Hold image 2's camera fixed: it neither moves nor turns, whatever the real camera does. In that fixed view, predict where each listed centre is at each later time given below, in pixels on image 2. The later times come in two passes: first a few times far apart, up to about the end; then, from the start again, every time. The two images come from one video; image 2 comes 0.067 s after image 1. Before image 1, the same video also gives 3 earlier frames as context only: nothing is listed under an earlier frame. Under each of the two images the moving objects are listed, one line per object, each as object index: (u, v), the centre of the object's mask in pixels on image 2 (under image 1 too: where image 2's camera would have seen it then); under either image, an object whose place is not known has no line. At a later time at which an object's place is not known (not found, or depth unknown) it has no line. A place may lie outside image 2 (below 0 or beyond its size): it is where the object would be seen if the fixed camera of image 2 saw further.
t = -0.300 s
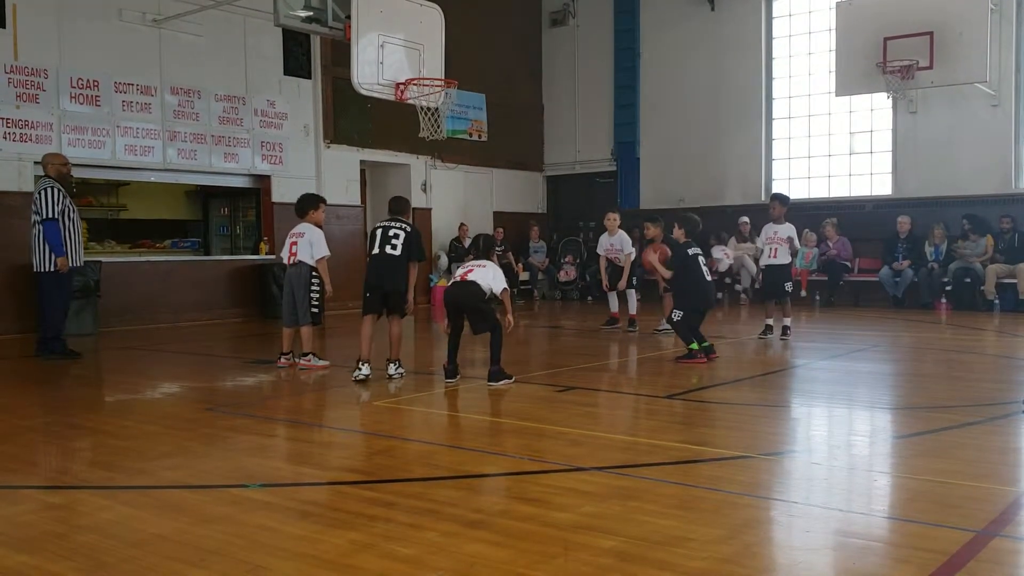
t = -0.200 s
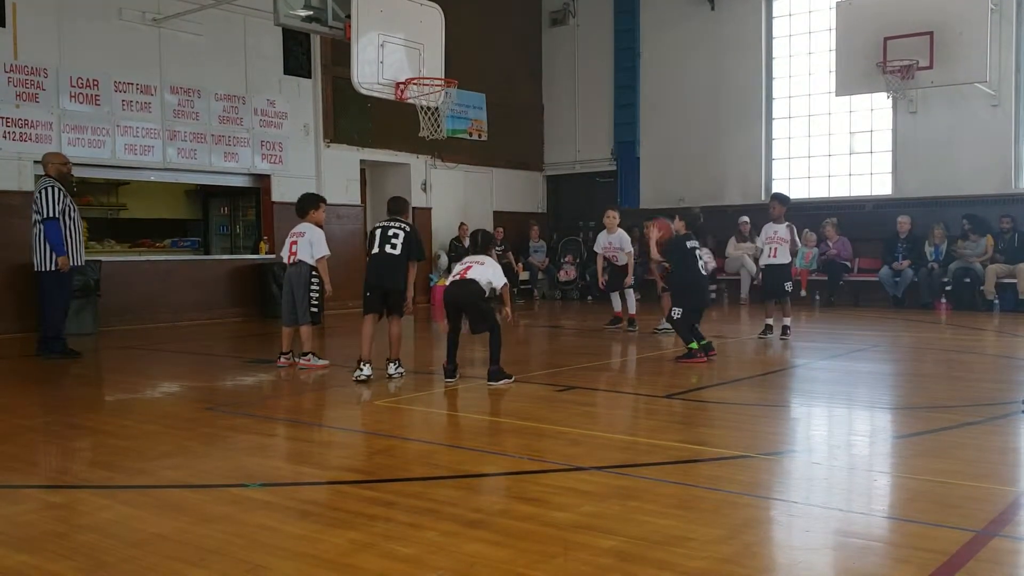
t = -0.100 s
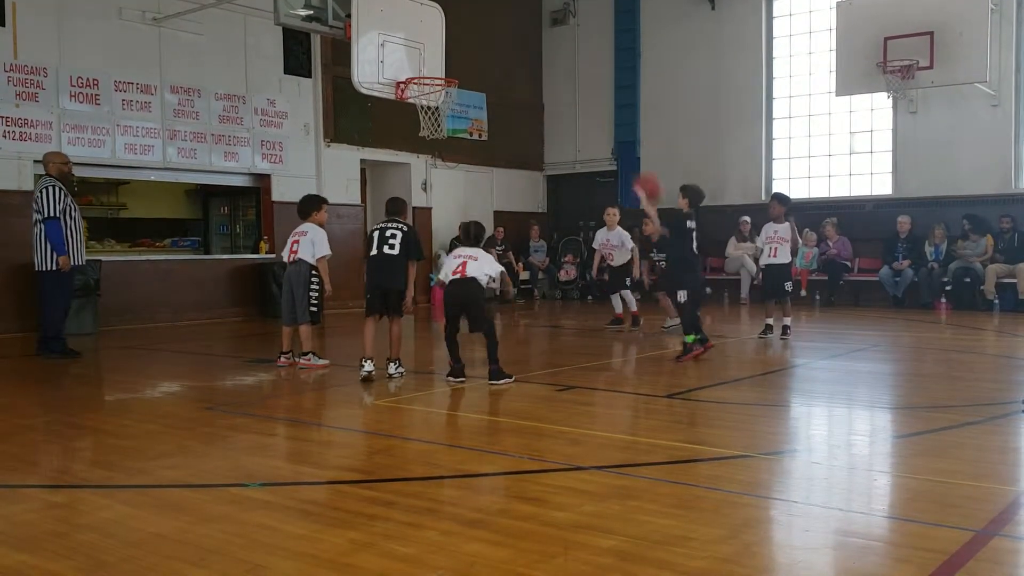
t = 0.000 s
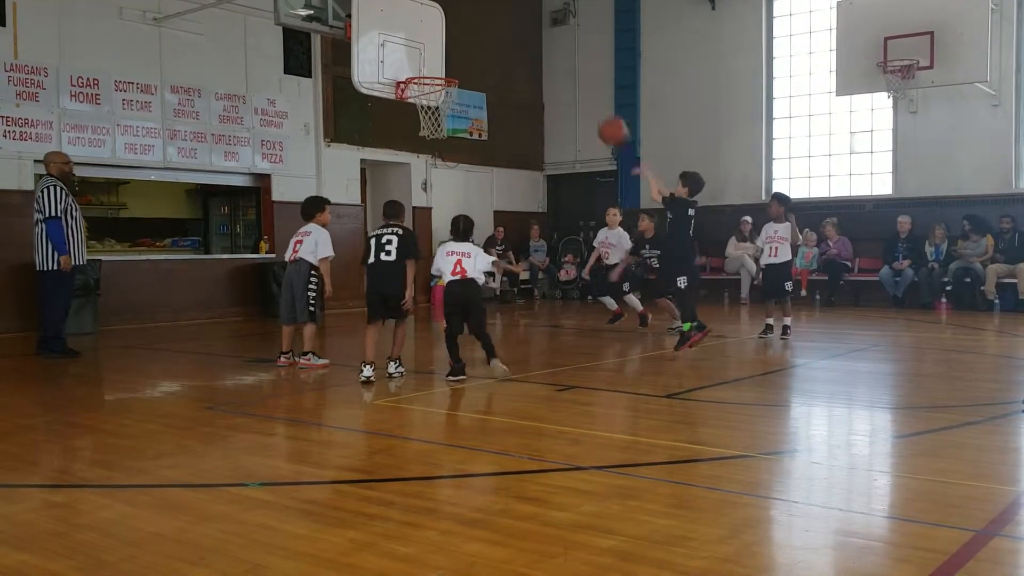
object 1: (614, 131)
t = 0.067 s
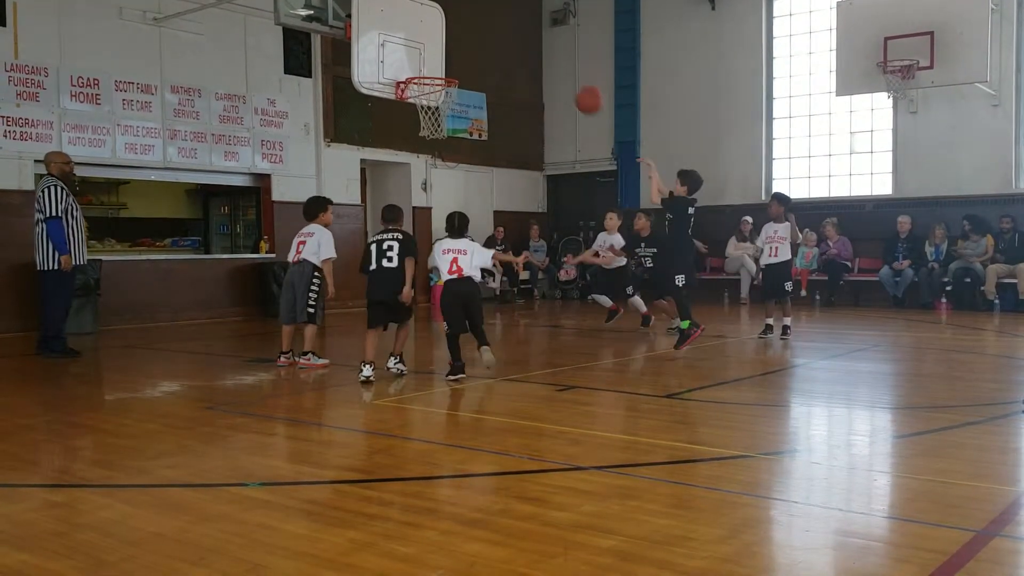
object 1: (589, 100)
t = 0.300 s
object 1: (514, 38)
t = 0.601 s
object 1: (430, 54)
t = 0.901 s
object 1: (413, 31)
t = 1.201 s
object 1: (420, 57)
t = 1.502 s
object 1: (428, 43)
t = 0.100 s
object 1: (577, 86)
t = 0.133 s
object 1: (566, 76)
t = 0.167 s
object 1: (556, 65)
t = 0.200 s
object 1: (544, 56)
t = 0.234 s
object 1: (534, 48)
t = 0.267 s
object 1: (525, 42)
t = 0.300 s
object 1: (514, 38)
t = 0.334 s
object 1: (504, 34)
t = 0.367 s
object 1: (495, 33)
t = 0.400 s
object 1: (485, 32)
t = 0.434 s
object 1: (474, 33)
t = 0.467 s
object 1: (465, 35)
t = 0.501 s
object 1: (458, 38)
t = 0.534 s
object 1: (449, 41)
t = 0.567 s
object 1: (440, 47)
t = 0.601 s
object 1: (430, 54)
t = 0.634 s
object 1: (422, 62)
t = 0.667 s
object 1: (414, 70)
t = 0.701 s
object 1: (414, 63)
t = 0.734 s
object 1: (414, 55)
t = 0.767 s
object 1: (414, 47)
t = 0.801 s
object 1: (414, 42)
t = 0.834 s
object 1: (413, 37)
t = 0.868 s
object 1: (413, 34)
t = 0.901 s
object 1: (413, 31)
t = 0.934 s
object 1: (413, 31)
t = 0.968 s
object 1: (413, 30)
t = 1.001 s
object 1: (414, 30)
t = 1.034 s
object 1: (415, 32)
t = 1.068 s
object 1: (416, 35)
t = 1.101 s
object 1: (417, 38)
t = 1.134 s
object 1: (418, 43)
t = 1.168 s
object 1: (418, 50)
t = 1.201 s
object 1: (420, 57)
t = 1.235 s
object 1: (420, 65)
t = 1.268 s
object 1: (421, 67)
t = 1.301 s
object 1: (422, 61)
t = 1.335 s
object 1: (423, 55)
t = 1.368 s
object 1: (424, 50)
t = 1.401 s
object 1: (425, 47)
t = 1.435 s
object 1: (426, 44)
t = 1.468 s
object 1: (427, 43)
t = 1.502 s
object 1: (428, 43)
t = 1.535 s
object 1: (429, 44)
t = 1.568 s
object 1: (430, 46)
